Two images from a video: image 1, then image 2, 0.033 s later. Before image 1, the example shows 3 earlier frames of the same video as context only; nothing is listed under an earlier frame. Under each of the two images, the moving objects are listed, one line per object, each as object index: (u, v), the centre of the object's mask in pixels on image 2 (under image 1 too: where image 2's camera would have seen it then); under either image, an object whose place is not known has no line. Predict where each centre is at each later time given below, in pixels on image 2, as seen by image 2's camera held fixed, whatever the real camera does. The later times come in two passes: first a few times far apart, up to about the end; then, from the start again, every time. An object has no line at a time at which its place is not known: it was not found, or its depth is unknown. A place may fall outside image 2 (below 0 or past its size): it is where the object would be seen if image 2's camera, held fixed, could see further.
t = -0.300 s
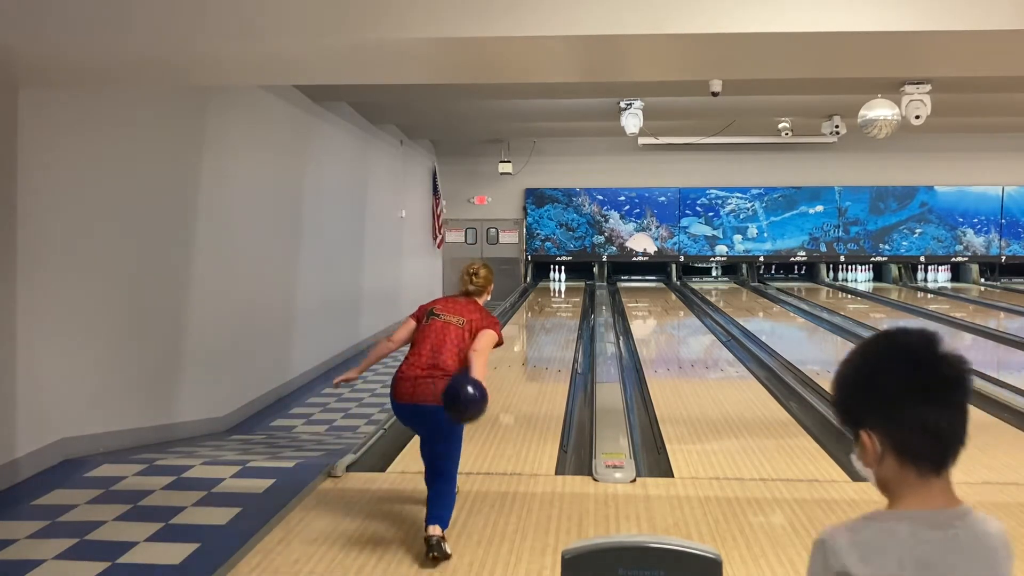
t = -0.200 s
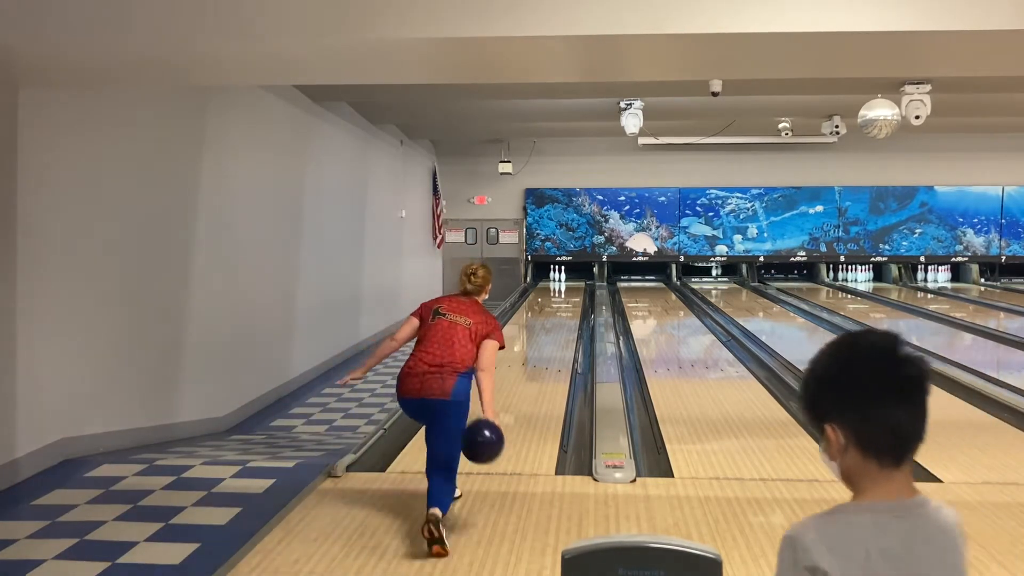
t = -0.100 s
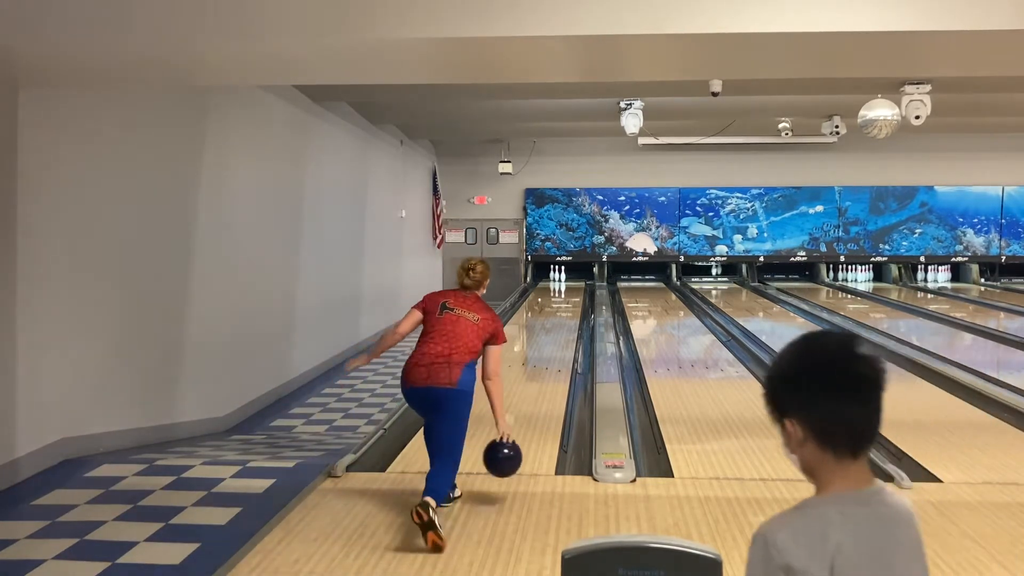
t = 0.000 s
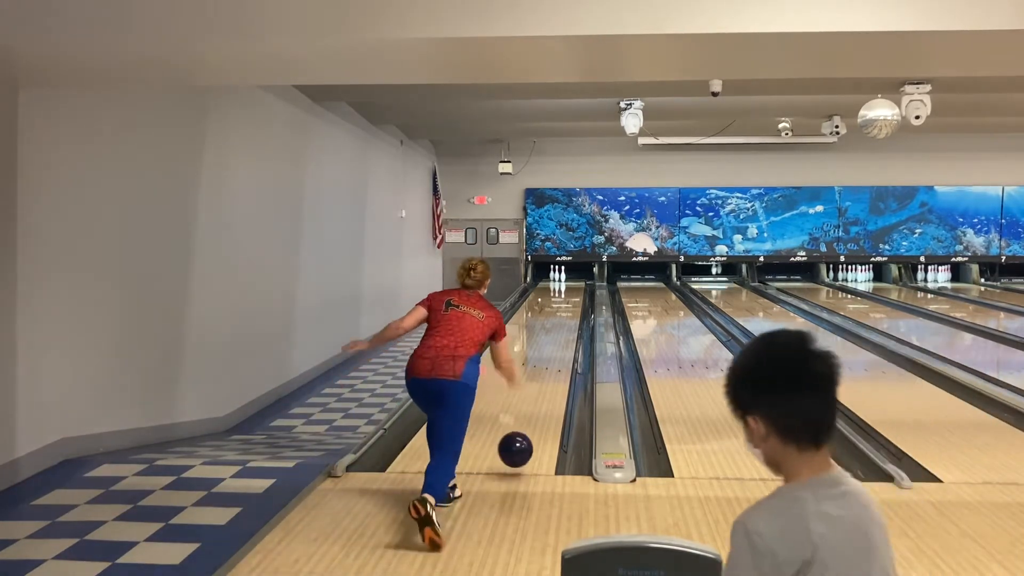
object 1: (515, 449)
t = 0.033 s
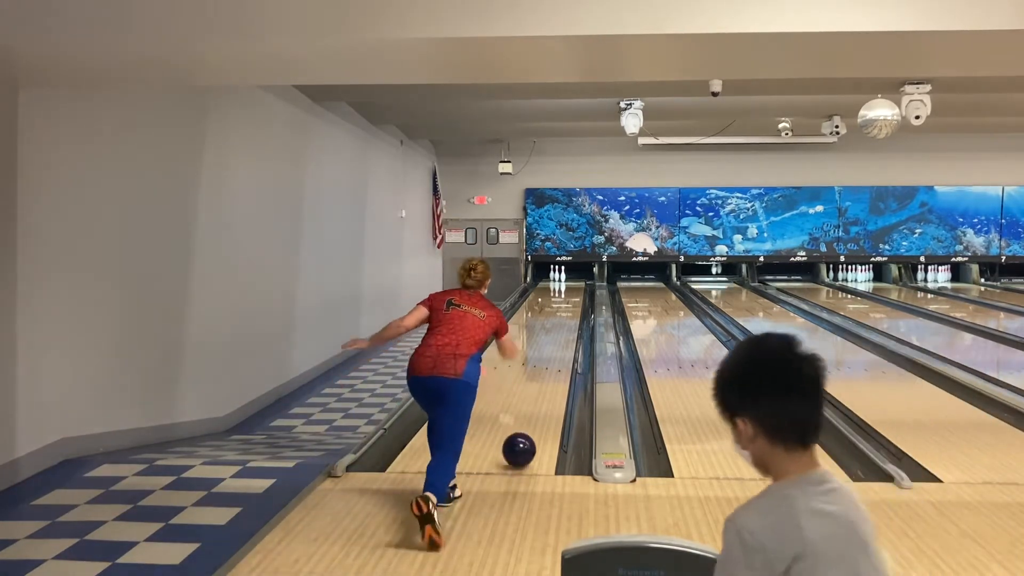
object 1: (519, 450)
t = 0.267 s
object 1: (536, 404)
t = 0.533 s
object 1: (550, 372)
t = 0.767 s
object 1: (556, 348)
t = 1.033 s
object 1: (562, 330)
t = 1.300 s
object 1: (570, 315)
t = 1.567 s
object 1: (569, 306)
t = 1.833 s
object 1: (572, 297)
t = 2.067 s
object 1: (572, 292)
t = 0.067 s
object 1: (522, 443)
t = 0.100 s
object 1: (525, 436)
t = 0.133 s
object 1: (527, 429)
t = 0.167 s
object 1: (530, 422)
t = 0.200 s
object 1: (532, 416)
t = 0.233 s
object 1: (534, 410)
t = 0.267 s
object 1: (536, 404)
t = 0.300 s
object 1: (538, 399)
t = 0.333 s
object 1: (540, 394)
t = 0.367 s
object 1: (542, 389)
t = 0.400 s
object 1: (544, 385)
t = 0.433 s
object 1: (545, 380)
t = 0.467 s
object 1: (546, 377)
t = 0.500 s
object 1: (548, 373)
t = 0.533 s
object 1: (550, 372)
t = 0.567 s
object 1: (554, 364)
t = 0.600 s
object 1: (552, 361)
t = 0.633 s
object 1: (552, 358)
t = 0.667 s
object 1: (553, 355)
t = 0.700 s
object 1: (554, 354)
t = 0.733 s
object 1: (555, 351)
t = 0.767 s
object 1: (556, 348)
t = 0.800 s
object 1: (557, 346)
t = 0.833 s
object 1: (558, 343)
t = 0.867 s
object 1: (559, 341)
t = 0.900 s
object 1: (560, 339)
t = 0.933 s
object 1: (560, 336)
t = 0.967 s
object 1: (561, 334)
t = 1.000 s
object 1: (561, 332)
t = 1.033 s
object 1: (562, 330)
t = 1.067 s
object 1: (564, 329)
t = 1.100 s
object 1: (565, 327)
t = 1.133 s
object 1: (567, 324)
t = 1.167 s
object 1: (568, 322)
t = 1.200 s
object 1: (568, 320)
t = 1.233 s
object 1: (569, 318)
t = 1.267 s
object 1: (570, 316)
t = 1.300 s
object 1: (570, 315)
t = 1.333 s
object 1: (570, 313)
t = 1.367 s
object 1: (570, 312)
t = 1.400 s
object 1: (570, 311)
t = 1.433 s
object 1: (570, 310)
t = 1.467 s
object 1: (569, 308)
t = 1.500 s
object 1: (569, 307)
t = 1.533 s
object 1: (569, 307)
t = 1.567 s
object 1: (569, 306)
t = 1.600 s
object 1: (570, 305)
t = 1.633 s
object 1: (570, 304)
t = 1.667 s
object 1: (570, 303)
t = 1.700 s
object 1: (570, 302)
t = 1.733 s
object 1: (571, 300)
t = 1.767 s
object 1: (571, 300)
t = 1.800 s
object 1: (571, 299)
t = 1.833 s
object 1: (572, 297)
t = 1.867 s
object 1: (572, 297)
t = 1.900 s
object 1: (572, 296)
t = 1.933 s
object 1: (572, 295)
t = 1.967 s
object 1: (572, 294)
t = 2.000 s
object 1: (572, 294)
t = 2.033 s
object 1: (572, 293)
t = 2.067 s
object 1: (572, 292)
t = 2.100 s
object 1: (572, 290)
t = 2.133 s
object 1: (572, 290)
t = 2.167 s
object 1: (572, 289)
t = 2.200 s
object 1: (572, 288)
